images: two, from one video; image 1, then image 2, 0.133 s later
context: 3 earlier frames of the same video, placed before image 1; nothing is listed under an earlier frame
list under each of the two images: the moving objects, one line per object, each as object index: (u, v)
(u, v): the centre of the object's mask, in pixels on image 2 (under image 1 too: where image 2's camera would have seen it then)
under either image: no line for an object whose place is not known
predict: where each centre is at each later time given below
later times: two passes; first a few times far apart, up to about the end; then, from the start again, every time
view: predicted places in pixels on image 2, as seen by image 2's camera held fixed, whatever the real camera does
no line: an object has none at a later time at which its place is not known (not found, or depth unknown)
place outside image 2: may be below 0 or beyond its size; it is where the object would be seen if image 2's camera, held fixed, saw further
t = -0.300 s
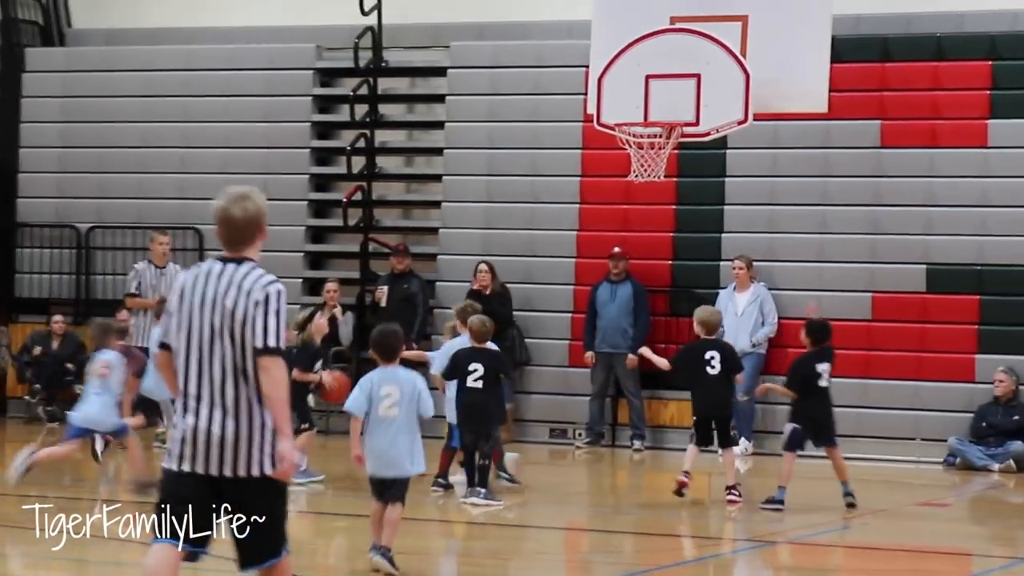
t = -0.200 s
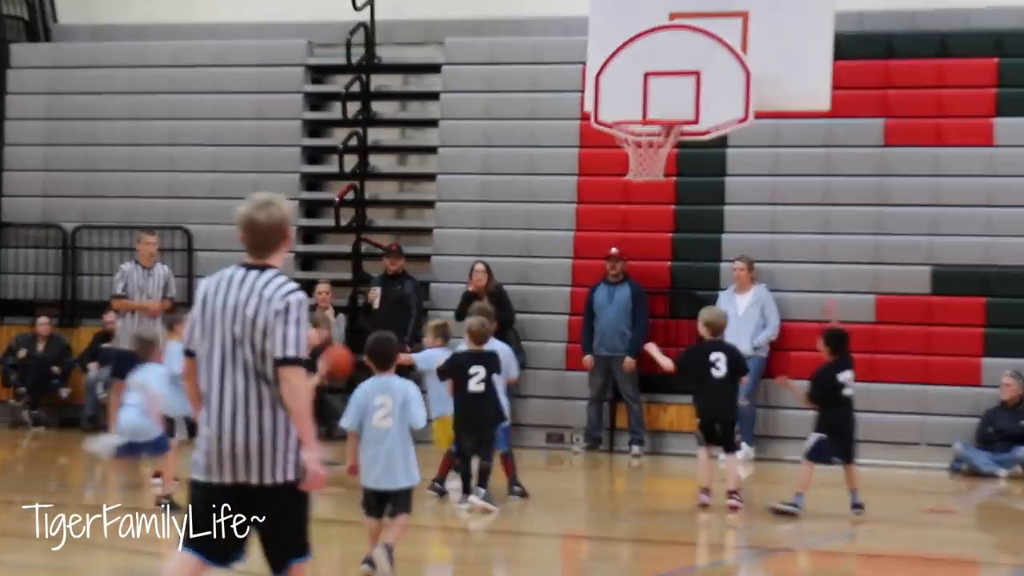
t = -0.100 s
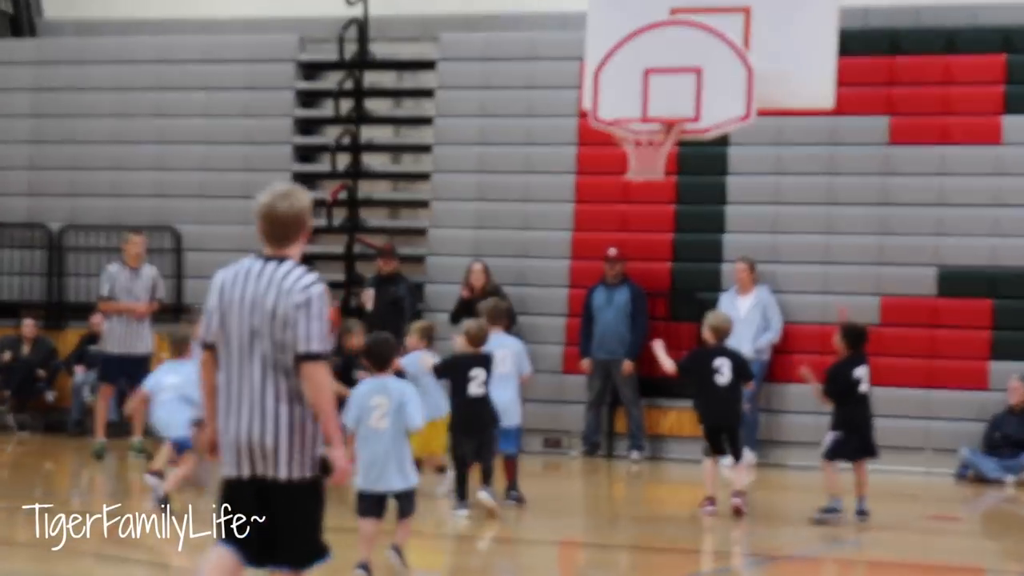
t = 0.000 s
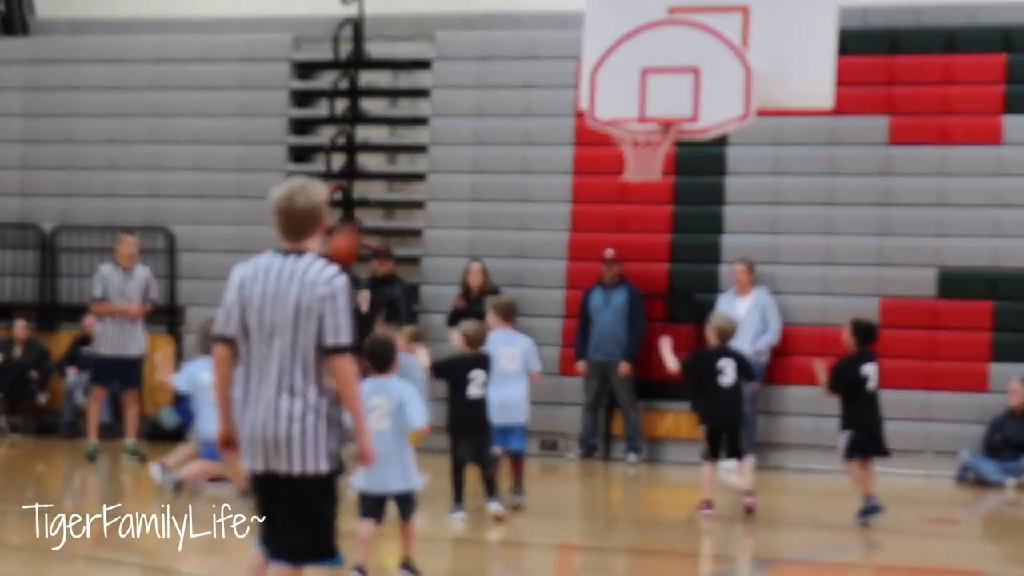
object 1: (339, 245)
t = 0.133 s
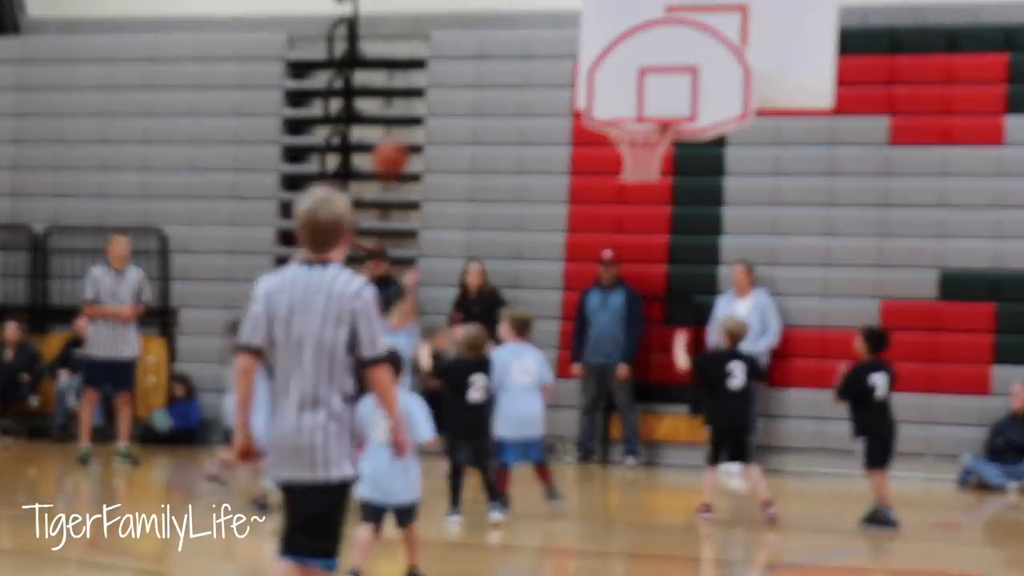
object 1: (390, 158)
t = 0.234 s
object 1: (428, 107)
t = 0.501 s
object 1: (527, 42)
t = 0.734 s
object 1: (609, 73)
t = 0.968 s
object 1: (657, 118)
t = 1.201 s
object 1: (622, 128)
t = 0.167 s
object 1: (402, 138)
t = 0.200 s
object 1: (416, 121)
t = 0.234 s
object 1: (428, 107)
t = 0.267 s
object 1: (441, 93)
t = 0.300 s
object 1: (454, 81)
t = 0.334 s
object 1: (466, 71)
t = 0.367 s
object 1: (479, 61)
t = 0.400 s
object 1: (492, 55)
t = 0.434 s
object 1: (503, 49)
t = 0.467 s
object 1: (516, 45)
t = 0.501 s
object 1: (527, 42)
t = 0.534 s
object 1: (539, 42)
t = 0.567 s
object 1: (550, 43)
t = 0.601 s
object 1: (561, 46)
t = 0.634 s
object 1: (573, 50)
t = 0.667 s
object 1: (584, 56)
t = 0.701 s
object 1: (596, 64)
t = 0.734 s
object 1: (609, 73)
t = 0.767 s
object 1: (620, 84)
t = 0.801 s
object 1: (632, 97)
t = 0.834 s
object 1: (642, 106)
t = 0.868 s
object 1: (648, 109)
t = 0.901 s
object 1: (654, 113)
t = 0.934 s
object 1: (658, 116)
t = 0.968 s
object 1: (657, 118)
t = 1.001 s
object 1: (655, 120)
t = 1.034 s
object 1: (650, 121)
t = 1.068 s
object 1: (642, 123)
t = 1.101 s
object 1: (633, 122)
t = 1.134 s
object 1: (629, 124)
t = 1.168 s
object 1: (624, 126)
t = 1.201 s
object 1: (622, 128)
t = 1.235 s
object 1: (625, 130)
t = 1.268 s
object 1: (627, 134)
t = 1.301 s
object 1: (630, 138)
